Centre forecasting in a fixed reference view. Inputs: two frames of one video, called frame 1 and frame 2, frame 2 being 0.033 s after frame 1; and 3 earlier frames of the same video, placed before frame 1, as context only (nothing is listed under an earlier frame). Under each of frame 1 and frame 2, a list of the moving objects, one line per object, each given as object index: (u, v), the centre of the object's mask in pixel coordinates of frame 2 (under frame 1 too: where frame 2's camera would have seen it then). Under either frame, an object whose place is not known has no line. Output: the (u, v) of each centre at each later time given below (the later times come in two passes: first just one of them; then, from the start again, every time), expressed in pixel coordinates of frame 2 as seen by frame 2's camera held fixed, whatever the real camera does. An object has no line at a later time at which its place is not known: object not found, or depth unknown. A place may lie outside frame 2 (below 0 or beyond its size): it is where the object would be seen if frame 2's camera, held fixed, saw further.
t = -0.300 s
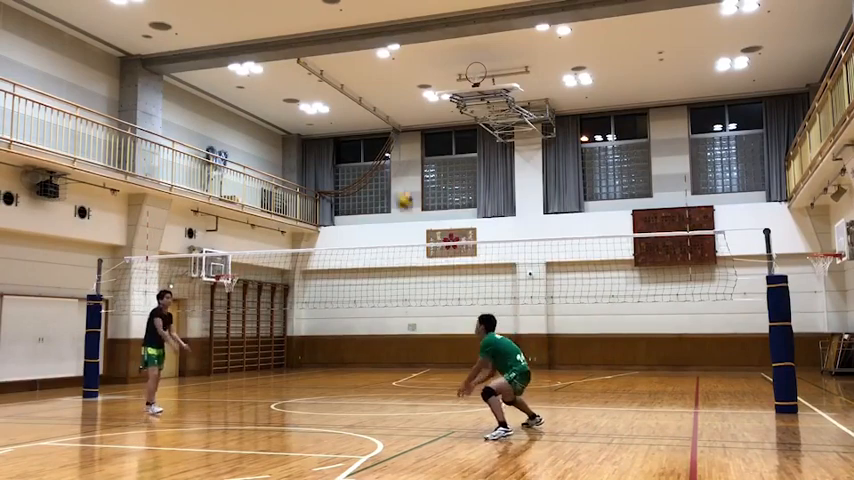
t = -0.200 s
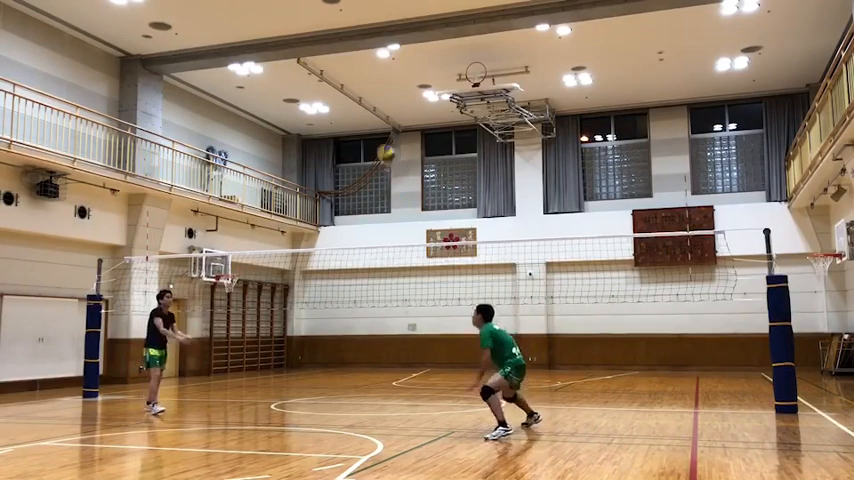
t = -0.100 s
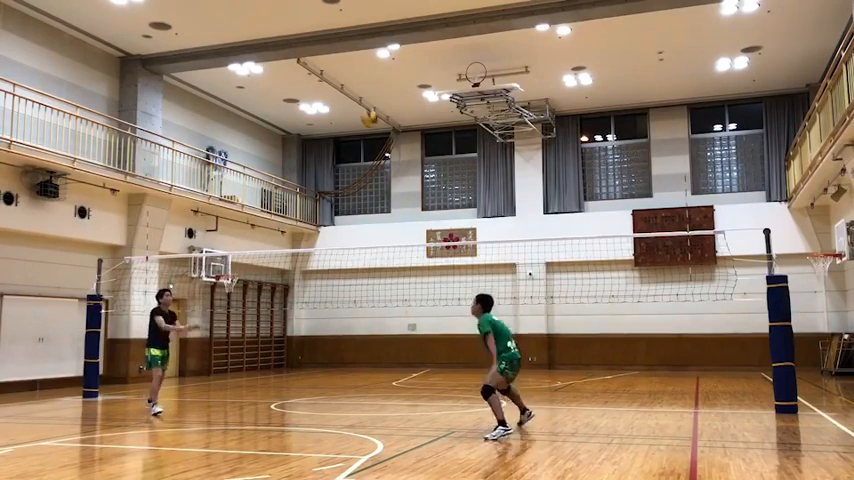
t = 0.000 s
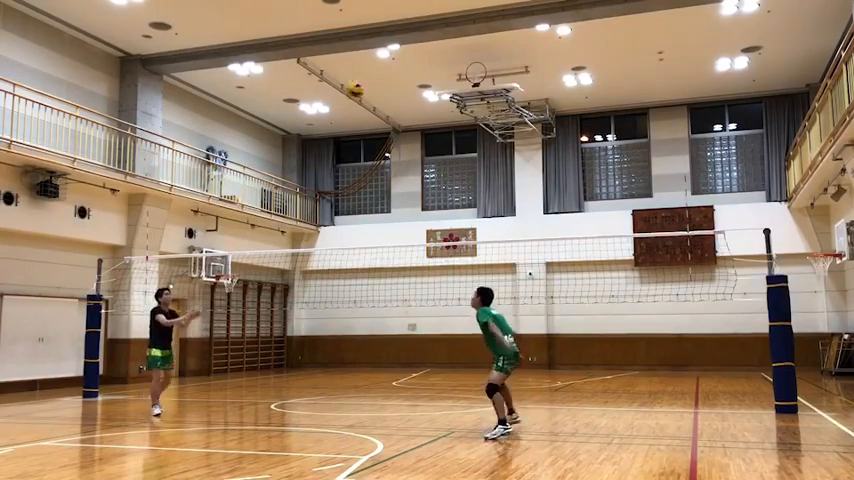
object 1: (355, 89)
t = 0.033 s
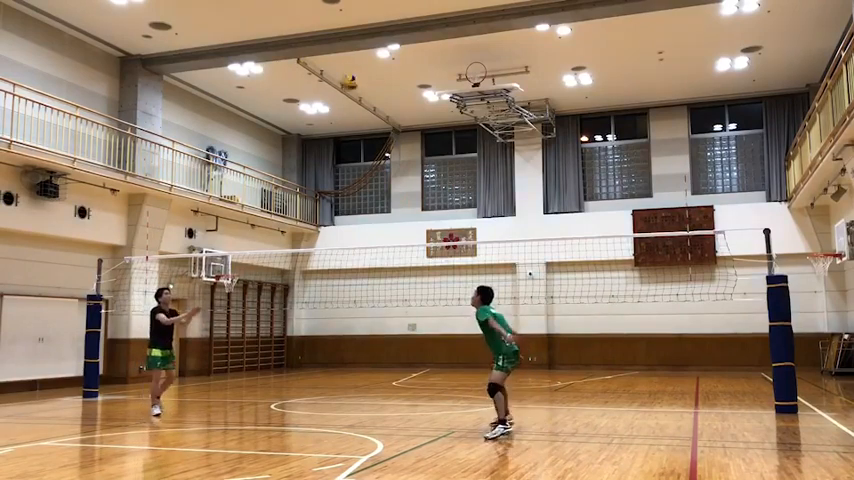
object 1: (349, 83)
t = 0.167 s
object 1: (329, 60)
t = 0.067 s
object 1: (343, 74)
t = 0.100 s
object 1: (339, 69)
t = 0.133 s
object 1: (334, 65)
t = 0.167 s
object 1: (329, 60)
